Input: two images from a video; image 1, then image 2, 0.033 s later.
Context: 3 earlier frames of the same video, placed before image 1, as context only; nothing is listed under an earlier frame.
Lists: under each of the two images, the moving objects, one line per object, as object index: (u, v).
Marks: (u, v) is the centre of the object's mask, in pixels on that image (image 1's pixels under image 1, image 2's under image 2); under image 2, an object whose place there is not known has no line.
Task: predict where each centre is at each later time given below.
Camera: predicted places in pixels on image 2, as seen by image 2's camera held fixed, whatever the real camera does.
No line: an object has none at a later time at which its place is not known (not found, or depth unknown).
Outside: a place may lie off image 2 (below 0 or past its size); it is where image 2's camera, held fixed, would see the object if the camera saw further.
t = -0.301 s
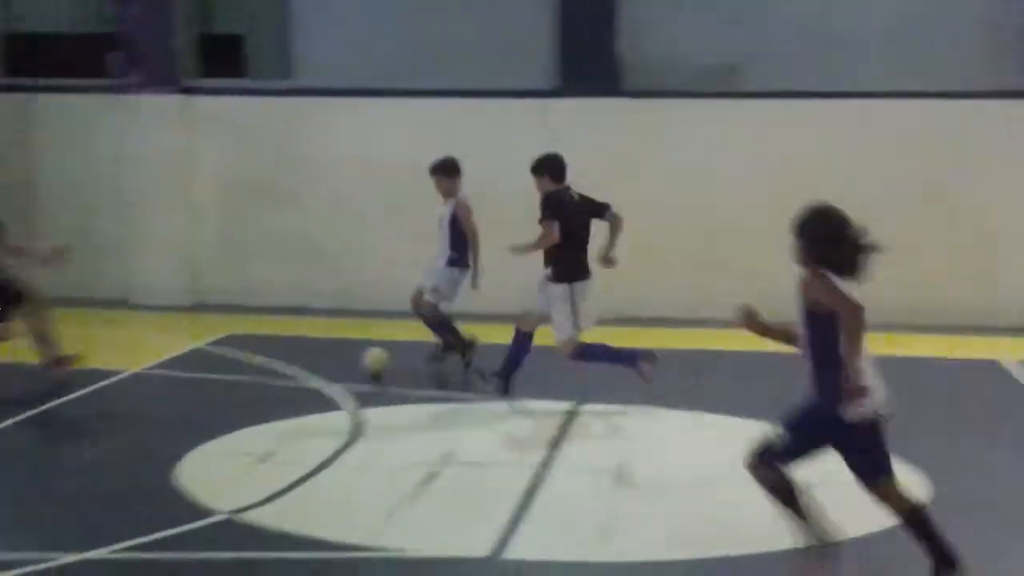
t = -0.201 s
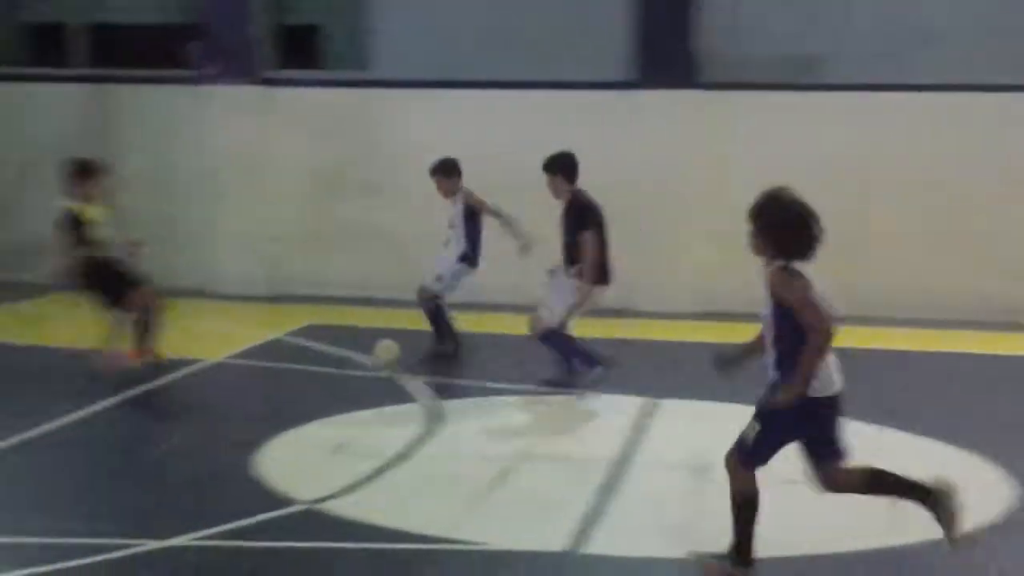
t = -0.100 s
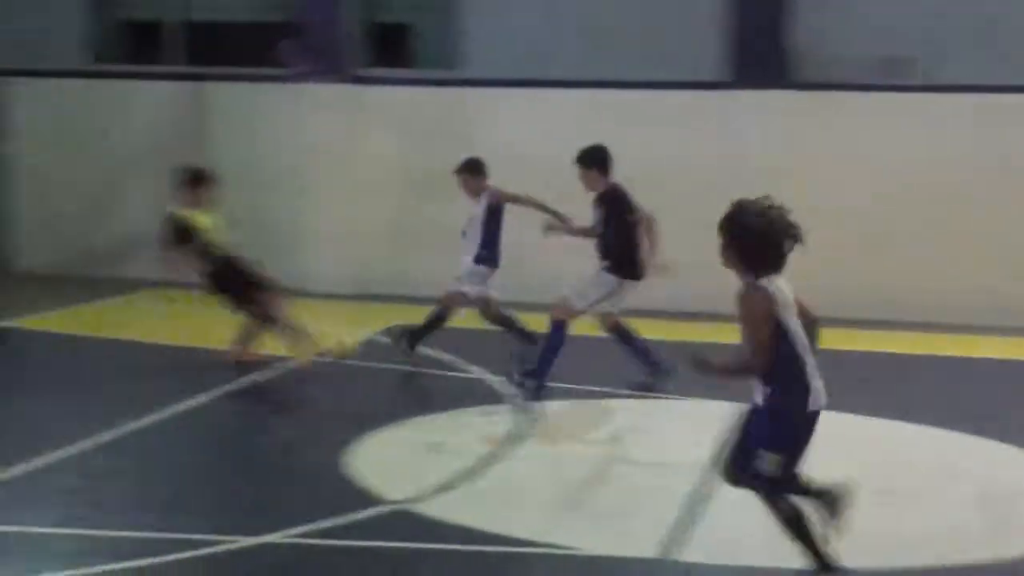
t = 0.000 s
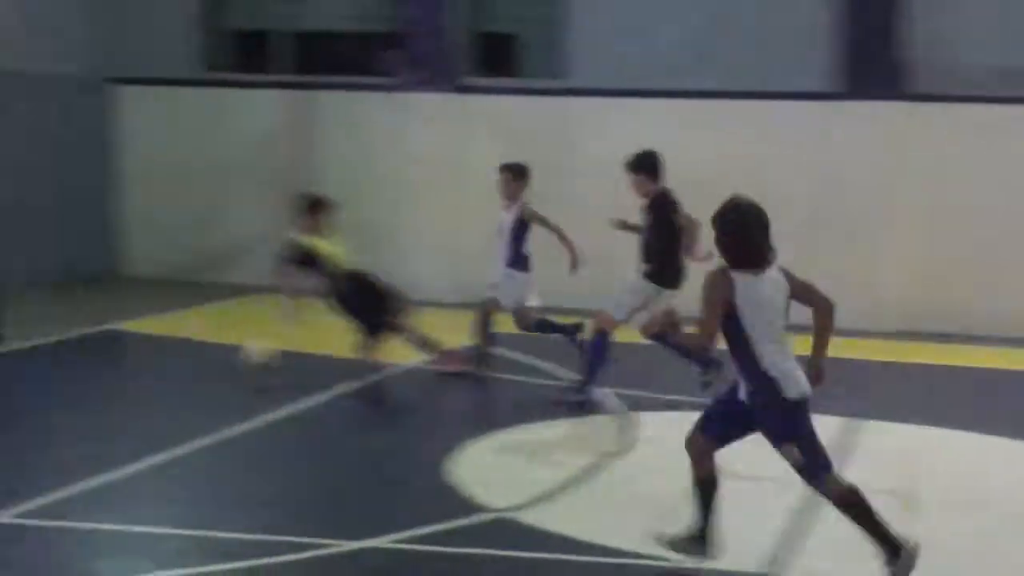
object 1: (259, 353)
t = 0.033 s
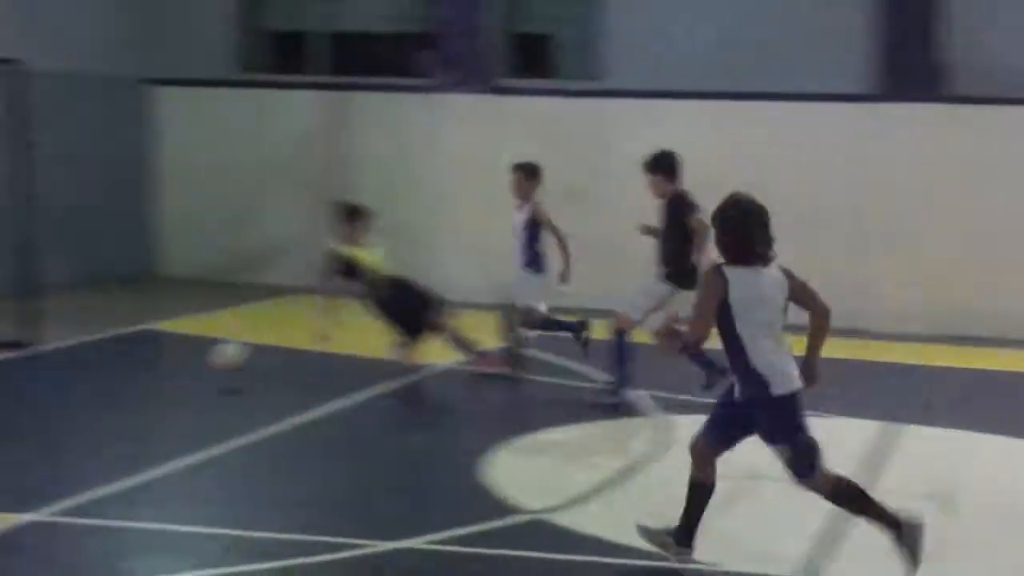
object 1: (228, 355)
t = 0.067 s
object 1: (163, 360)
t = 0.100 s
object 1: (92, 369)
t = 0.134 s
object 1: (24, 376)
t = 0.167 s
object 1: (-41, 374)
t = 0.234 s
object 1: (-172, 372)
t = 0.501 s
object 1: (-502, 291)
